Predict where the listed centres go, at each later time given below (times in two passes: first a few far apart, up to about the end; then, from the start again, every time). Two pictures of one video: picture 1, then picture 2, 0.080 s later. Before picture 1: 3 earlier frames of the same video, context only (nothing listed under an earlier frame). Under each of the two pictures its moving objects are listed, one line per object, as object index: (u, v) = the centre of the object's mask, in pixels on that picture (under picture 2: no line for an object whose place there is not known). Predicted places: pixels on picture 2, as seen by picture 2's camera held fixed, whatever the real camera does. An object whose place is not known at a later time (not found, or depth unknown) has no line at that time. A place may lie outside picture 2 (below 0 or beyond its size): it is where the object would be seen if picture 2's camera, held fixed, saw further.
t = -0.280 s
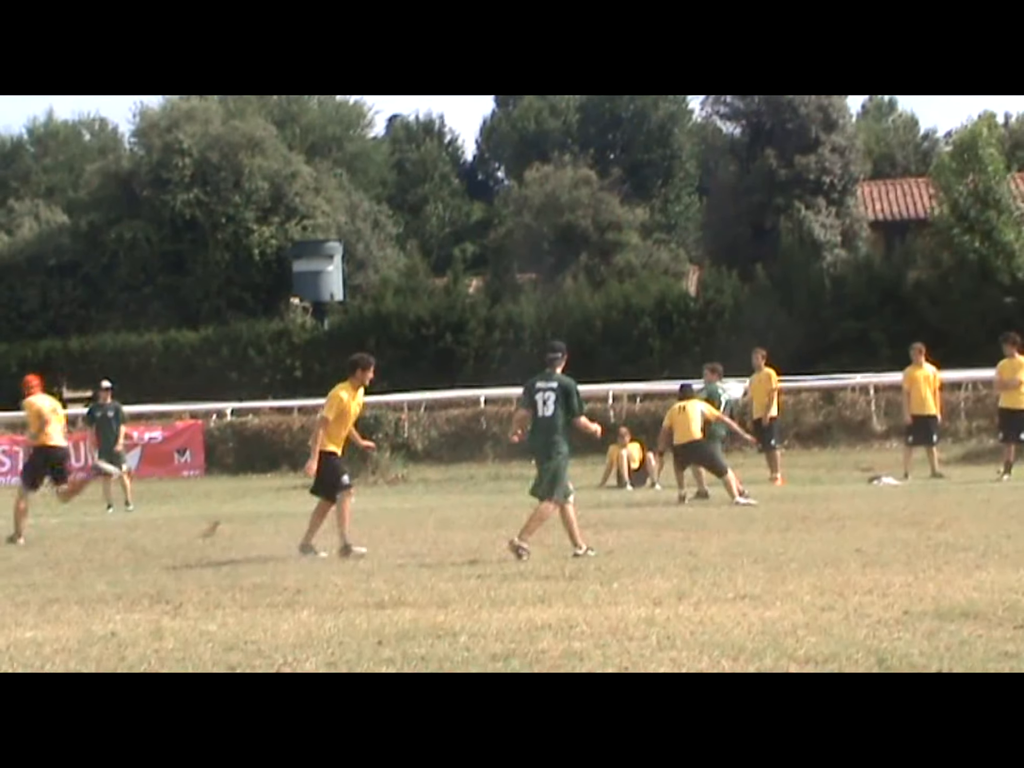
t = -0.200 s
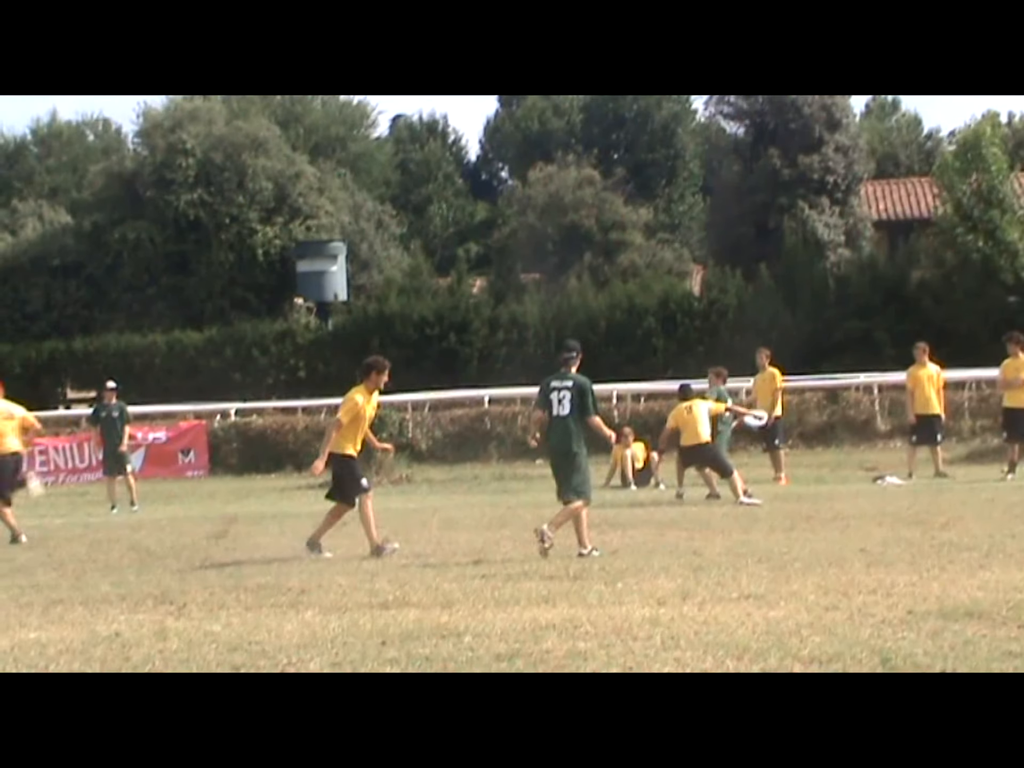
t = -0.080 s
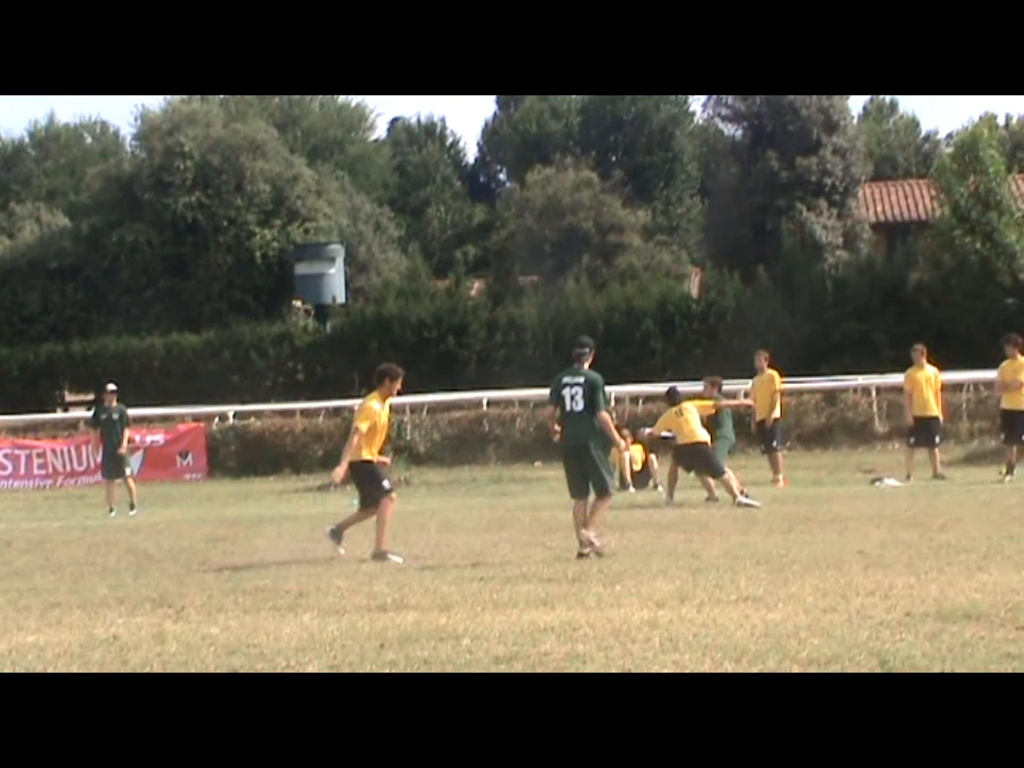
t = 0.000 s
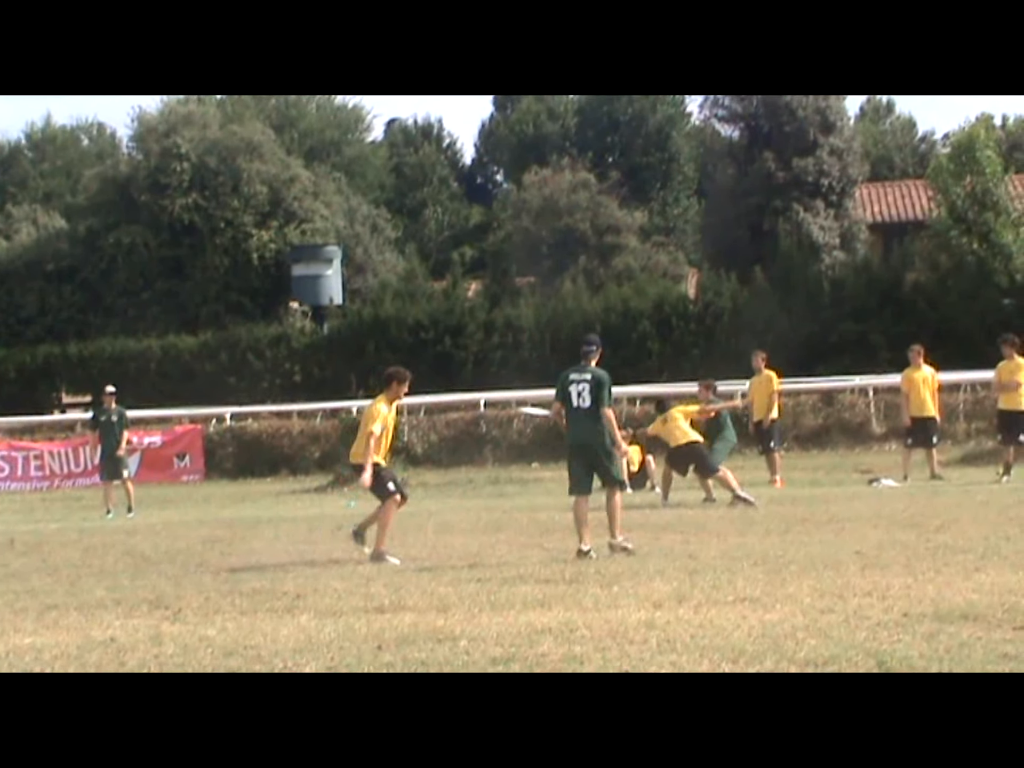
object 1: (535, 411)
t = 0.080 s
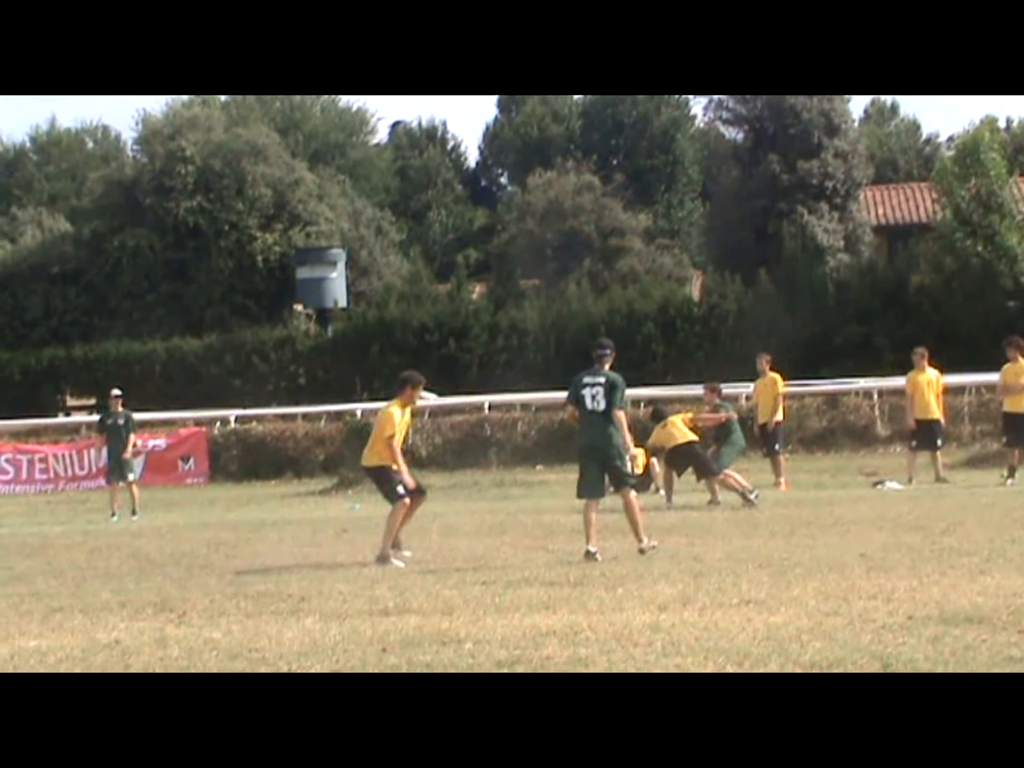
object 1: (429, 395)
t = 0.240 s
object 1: (202, 365)
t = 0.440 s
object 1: (-59, 337)
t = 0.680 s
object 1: (-365, 310)
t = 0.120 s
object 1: (366, 386)
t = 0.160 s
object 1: (310, 378)
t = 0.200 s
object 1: (256, 372)
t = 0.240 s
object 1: (202, 365)
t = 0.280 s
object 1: (150, 358)
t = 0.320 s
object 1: (97, 353)
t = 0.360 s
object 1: (44, 347)
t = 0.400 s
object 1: (-7, 342)
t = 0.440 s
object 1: (-59, 337)
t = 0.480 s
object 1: (-110, 332)
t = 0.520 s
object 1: (-161, 327)
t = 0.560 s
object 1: (-212, 323)
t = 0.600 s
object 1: (-264, 318)
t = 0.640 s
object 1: (-314, 314)
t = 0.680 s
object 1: (-365, 310)
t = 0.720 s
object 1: (-416, 306)
